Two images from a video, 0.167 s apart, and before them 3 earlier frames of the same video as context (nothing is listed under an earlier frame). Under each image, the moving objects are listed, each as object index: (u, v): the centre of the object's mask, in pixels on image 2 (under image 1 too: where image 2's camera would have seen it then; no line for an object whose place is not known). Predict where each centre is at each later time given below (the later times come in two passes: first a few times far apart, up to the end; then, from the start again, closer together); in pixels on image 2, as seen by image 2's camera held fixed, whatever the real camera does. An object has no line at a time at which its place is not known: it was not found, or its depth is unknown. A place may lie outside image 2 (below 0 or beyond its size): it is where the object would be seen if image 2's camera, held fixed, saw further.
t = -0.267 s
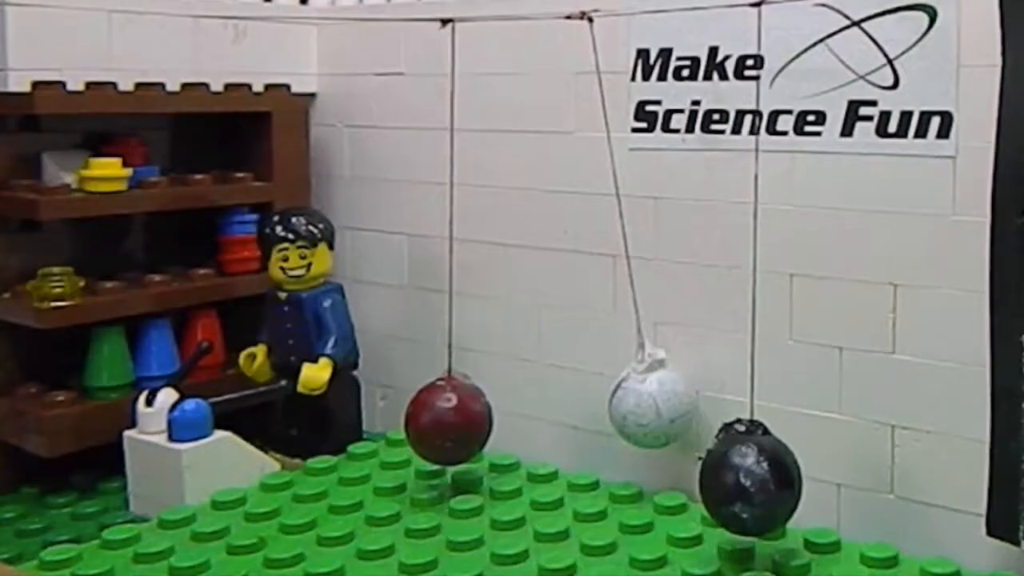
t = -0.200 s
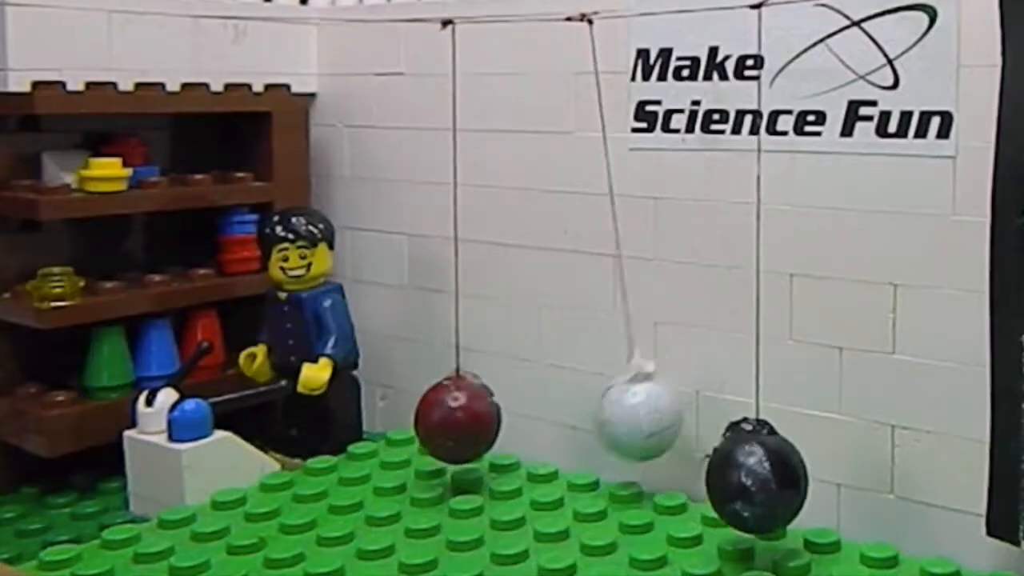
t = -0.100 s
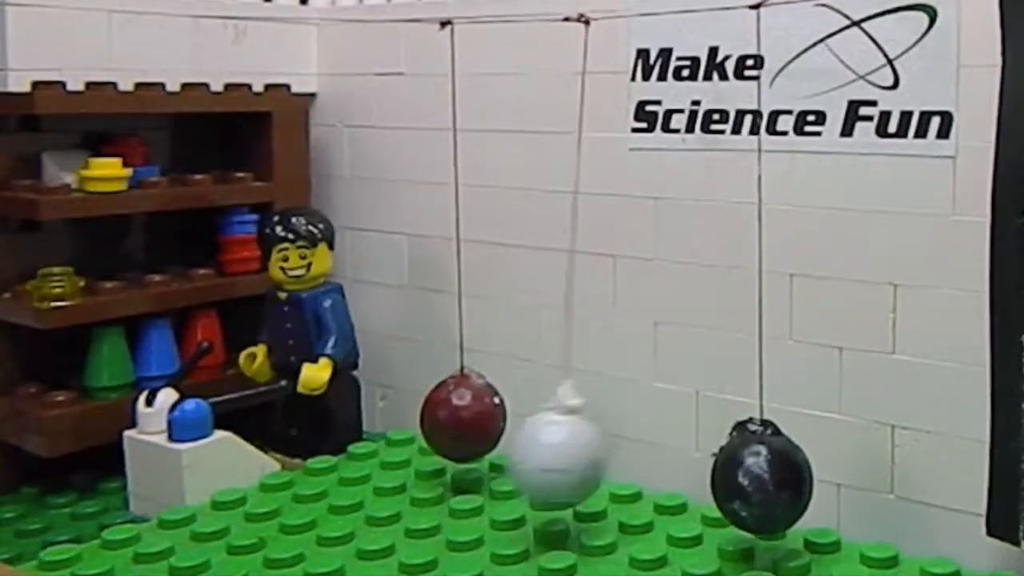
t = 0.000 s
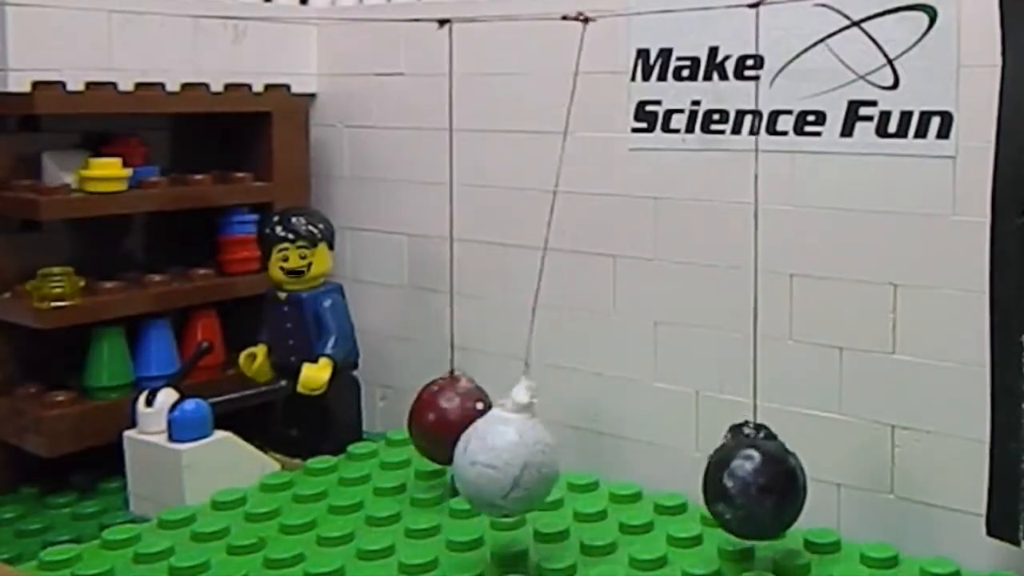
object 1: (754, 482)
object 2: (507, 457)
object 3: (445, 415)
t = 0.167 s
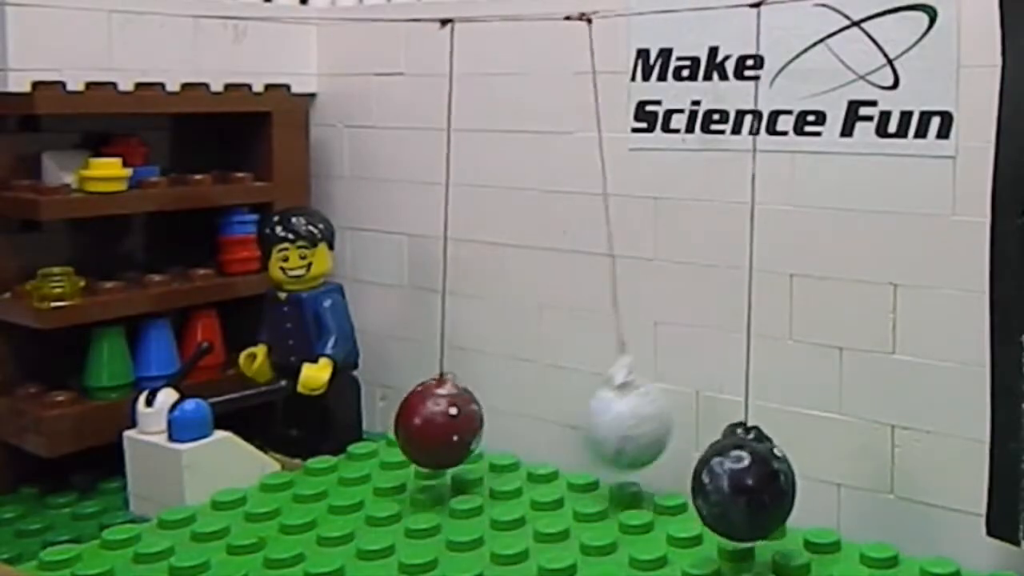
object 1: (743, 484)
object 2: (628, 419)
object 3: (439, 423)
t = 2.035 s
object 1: (733, 491)
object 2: (548, 454)
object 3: (426, 426)
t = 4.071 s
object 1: (714, 496)
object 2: (604, 435)
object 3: (403, 431)
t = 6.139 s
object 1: (752, 485)
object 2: (616, 433)
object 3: (442, 423)
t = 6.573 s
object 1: (720, 495)
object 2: (614, 432)
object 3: (403, 431)
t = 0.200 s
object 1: (746, 483)
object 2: (644, 408)
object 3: (443, 423)
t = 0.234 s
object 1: (751, 480)
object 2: (651, 402)
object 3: (449, 421)
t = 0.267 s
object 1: (756, 476)
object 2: (646, 404)
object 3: (456, 418)
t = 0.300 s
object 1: (760, 476)
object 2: (634, 417)
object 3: (462, 417)
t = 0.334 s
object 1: (764, 476)
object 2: (611, 431)
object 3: (466, 416)
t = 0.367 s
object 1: (765, 475)
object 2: (583, 443)
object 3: (468, 414)
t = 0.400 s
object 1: (765, 477)
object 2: (550, 453)
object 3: (467, 415)
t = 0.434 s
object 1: (763, 479)
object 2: (523, 462)
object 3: (459, 413)
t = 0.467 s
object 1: (759, 480)
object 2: (510, 456)
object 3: (451, 412)
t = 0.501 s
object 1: (753, 483)
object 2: (509, 456)
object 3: (444, 416)
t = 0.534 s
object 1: (747, 487)
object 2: (521, 461)
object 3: (441, 423)
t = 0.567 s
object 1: (742, 488)
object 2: (548, 457)
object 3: (436, 425)
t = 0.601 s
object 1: (739, 489)
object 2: (579, 450)
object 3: (433, 426)
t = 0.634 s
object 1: (739, 489)
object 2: (609, 437)
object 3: (432, 427)
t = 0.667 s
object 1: (742, 486)
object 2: (631, 421)
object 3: (436, 424)
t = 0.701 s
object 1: (747, 482)
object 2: (646, 409)
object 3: (442, 423)
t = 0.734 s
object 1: (753, 480)
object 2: (650, 407)
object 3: (450, 421)
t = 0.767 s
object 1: (760, 476)
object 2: (644, 411)
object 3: (459, 418)
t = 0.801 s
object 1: (765, 474)
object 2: (629, 424)
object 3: (466, 415)
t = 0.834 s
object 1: (769, 473)
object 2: (604, 437)
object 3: (471, 415)
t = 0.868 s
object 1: (770, 473)
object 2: (574, 448)
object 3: (472, 413)
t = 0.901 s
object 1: (769, 474)
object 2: (544, 454)
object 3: (468, 413)
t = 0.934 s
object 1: (765, 478)
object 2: (521, 456)
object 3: (459, 412)
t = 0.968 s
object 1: (758, 481)
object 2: (511, 456)
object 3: (449, 413)
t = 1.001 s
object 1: (751, 484)
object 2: (514, 456)
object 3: (442, 418)
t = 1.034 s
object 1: (743, 488)
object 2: (530, 456)
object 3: (437, 424)
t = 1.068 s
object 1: (738, 490)
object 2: (557, 452)
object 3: (431, 426)
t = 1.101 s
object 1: (735, 489)
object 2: (586, 442)
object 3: (428, 425)
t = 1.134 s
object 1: (736, 489)
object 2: (614, 428)
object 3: (429, 426)
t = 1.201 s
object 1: (748, 481)
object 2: (646, 406)
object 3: (444, 421)
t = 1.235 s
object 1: (756, 479)
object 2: (647, 406)
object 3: (454, 419)
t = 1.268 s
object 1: (764, 475)
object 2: (639, 414)
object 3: (464, 416)
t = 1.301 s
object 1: (770, 472)
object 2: (621, 427)
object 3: (472, 413)
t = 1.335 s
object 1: (774, 471)
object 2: (596, 440)
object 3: (476, 411)
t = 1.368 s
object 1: (774, 472)
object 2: (567, 451)
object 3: (476, 411)
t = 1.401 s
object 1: (771, 474)
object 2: (538, 454)
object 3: (470, 410)
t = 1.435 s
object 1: (765, 478)
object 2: (519, 456)
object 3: (460, 409)
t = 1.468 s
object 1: (757, 483)
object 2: (513, 457)
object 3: (449, 415)
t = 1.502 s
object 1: (747, 486)
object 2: (519, 456)
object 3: (440, 421)
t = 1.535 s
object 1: (739, 489)
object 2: (538, 454)
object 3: (432, 424)
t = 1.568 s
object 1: (733, 492)
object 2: (566, 450)
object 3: (425, 427)
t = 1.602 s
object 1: (731, 491)
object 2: (595, 438)
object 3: (423, 428)
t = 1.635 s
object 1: (733, 489)
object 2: (619, 425)
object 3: (426, 426)
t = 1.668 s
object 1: (739, 487)
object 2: (638, 413)
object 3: (434, 425)
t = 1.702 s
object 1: (748, 483)
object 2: (645, 406)
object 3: (445, 422)
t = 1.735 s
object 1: (758, 477)
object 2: (645, 408)
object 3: (457, 417)
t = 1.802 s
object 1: (774, 471)
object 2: (615, 431)
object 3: (477, 411)
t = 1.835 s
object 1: (777, 469)
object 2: (589, 443)
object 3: (480, 409)
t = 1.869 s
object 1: (776, 471)
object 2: (559, 453)
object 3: (479, 410)
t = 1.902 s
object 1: (771, 474)
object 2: (534, 456)
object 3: (470, 409)
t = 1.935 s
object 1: (763, 479)
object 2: (519, 455)
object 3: (458, 411)
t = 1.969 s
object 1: (753, 484)
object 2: (517, 457)
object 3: (447, 417)
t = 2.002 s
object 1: (742, 489)
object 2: (526, 457)
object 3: (437, 424)
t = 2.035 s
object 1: (733, 491)
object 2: (548, 454)
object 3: (426, 426)
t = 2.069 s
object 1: (727, 493)
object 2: (575, 447)
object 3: (419, 428)
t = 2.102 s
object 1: (726, 493)
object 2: (602, 437)
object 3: (419, 428)
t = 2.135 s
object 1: (731, 490)
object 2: (624, 422)
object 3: (424, 426)
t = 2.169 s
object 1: (739, 487)
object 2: (639, 414)
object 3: (434, 425)
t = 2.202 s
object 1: (750, 483)
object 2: (644, 410)
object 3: (447, 422)
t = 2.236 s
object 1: (762, 477)
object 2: (642, 413)
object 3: (461, 417)
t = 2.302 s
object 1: (778, 470)
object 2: (607, 437)
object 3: (482, 410)
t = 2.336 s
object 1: (780, 468)
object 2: (582, 447)
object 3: (484, 408)
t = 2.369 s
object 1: (778, 470)
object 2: (554, 454)
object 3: (480, 408)
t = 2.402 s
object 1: (771, 475)
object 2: (531, 457)
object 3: (470, 408)
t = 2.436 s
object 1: (761, 480)
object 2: (521, 457)
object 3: (457, 413)
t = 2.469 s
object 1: (748, 485)
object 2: (521, 457)
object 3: (444, 420)
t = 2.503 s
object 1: (736, 490)
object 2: (534, 456)
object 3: (432, 426)
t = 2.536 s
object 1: (727, 493)
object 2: (556, 453)
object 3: (420, 428)
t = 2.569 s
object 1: (722, 493)
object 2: (582, 445)
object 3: (414, 429)
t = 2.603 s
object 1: (723, 494)
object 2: (607, 433)
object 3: (415, 430)
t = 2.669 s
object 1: (740, 487)
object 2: (638, 413)
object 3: (436, 424)
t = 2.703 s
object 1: (753, 482)
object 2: (641, 412)
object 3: (451, 421)
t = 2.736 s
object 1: (766, 476)
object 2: (636, 419)
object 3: (466, 415)
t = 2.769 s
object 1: (776, 470)
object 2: (620, 429)
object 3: (479, 410)
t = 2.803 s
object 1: (782, 467)
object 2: (599, 441)
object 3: (486, 407)
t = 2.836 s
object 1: (783, 467)
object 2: (573, 449)
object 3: (488, 406)
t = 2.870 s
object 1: (779, 469)
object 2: (547, 453)
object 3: (481, 406)
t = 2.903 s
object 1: (770, 475)
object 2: (529, 457)
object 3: (469, 408)
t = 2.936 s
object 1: (758, 482)
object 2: (522, 458)
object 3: (455, 416)
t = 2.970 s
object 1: (743, 488)
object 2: (526, 459)
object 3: (441, 422)
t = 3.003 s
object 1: (731, 492)
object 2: (541, 455)
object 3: (426, 426)
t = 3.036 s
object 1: (722, 495)
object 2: (565, 450)
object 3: (415, 429)
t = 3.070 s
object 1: (719, 494)
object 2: (589, 440)
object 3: (410, 429)
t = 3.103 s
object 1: (721, 494)
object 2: (612, 429)
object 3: (413, 429)
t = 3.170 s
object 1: (743, 486)
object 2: (637, 414)
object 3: (438, 423)
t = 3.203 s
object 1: (758, 479)
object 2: (638, 416)
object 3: (455, 418)
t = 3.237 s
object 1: (771, 473)
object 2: (630, 424)
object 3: (472, 413)
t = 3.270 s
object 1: (781, 467)
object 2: (613, 434)
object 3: (484, 408)
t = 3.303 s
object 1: (786, 464)
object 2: (592, 443)
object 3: (491, 405)
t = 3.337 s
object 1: (785, 465)
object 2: (565, 453)
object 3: (490, 405)
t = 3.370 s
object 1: (779, 469)
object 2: (544, 455)
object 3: (481, 405)
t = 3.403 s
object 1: (769, 474)
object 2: (530, 456)
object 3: (468, 408)
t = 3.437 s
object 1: (754, 483)
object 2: (526, 457)
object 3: (453, 416)
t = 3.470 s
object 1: (739, 489)
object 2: (534, 456)
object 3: (437, 422)
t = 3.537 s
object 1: (717, 495)
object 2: (574, 446)
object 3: (410, 429)
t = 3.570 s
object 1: (716, 495)
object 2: (597, 438)
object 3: (407, 430)
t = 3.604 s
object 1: (721, 493)
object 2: (617, 426)
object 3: (411, 428)
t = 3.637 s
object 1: (732, 491)
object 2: (631, 419)
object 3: (424, 426)
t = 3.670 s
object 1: (746, 486)
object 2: (636, 416)
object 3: (442, 422)
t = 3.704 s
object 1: (762, 478)
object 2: (634, 419)
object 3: (460, 417)
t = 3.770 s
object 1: (785, 465)
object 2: (605, 438)
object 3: (489, 406)
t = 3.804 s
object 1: (788, 462)
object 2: (584, 446)
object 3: (494, 403)
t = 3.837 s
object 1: (786, 464)
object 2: (560, 454)
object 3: (492, 403)
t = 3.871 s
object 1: (778, 470)
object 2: (542, 456)
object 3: (481, 406)
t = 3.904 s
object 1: (766, 477)
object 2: (532, 457)
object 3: (466, 412)
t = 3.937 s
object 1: (749, 485)
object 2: (531, 457)
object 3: (450, 420)
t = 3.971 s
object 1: (734, 491)
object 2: (543, 456)
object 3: (430, 426)
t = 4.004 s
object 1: (721, 494)
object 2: (560, 453)
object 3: (414, 429)
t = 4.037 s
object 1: (714, 496)
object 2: (582, 444)
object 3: (405, 430)
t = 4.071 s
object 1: (714, 496)
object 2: (604, 435)
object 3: (403, 431)
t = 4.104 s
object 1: (721, 494)
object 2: (620, 426)
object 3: (410, 429)
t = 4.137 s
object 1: (735, 490)
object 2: (630, 420)
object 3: (426, 427)
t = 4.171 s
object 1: (751, 484)
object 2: (633, 421)
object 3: (445, 423)
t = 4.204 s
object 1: (767, 475)
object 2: (629, 425)
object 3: (465, 416)
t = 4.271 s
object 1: (788, 463)
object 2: (598, 442)
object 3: (493, 404)
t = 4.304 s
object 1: (791, 461)
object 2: (576, 449)
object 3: (497, 402)
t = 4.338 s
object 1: (787, 463)
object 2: (556, 453)
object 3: (492, 402)
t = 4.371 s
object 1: (777, 470)
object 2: (541, 456)
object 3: (480, 406)
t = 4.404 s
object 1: (762, 479)
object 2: (534, 457)
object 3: (464, 414)
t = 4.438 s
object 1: (745, 486)
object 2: (538, 456)
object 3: (445, 422)
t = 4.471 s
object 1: (729, 492)
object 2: (552, 453)
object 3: (425, 427)
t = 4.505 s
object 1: (717, 495)
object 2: (569, 448)
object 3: (409, 429)
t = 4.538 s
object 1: (711, 496)
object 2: (590, 440)
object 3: (401, 430)
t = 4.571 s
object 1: (713, 496)
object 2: (607, 433)
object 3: (402, 430)
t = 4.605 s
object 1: (723, 494)
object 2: (621, 426)
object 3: (412, 429)
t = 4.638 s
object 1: (738, 488)
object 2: (628, 422)
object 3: (429, 425)
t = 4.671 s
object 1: (756, 482)
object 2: (628, 424)
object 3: (450, 420)
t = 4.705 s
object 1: (772, 474)
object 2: (621, 430)
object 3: (471, 413)
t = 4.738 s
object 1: (785, 465)
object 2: (607, 437)
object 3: (487, 405)
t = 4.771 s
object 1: (791, 460)
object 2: (590, 445)
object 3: (497, 401)
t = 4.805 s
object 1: (792, 459)
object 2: (569, 451)
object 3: (499, 400)
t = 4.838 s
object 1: (786, 463)
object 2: (552, 454)
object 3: (492, 400)
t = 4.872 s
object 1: (774, 471)
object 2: (541, 456)
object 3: (478, 406)
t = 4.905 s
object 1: (758, 481)
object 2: (539, 456)
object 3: (461, 417)
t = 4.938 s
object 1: (740, 488)
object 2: (546, 454)
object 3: (440, 423)
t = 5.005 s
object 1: (713, 496)
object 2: (578, 446)
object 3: (404, 431)
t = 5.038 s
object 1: (709, 496)
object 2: (596, 440)
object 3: (398, 430)
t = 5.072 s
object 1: (714, 495)
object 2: (612, 431)
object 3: (401, 430)
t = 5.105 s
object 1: (726, 493)
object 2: (622, 427)
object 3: (413, 429)
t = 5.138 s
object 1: (743, 488)
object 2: (626, 425)
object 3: (433, 426)
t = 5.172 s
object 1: (761, 480)
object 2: (623, 428)
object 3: (456, 419)
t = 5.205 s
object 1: (777, 471)
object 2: (614, 435)
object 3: (477, 412)
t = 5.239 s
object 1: (788, 462)
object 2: (599, 442)
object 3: (492, 405)
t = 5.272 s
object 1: (794, 458)
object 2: (581, 447)
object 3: (500, 400)
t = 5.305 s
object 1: (793, 459)
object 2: (564, 453)
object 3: (500, 400)
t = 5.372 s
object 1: (772, 471)
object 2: (544, 454)
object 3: (476, 410)
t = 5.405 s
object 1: (755, 482)
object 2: (544, 455)
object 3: (457, 420)
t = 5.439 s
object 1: (736, 489)
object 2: (554, 454)
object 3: (434, 426)
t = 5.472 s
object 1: (721, 493)
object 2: (568, 448)
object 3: (414, 429)
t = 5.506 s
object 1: (710, 496)
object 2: (585, 443)
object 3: (400, 431)
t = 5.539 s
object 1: (708, 497)
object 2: (601, 437)
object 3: (395, 431)
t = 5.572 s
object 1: (715, 495)
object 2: (614, 431)
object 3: (400, 431)
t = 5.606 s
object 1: (729, 492)
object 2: (621, 428)
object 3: (416, 429)
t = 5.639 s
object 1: (747, 487)
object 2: (621, 429)
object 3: (437, 425)
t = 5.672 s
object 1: (766, 479)
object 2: (616, 433)
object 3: (460, 419)
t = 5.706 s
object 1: (781, 467)
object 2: (605, 439)
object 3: (481, 409)
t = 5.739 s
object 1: (791, 460)
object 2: (591, 445)
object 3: (496, 403)
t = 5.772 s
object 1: (795, 456)
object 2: (574, 449)
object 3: (503, 399)
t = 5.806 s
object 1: (792, 457)
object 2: (560, 452)
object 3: (500, 398)
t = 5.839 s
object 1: (783, 464)
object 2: (551, 454)
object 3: (489, 403)
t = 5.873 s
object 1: (768, 473)
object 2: (549, 454)
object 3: (474, 411)
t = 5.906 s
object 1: (750, 483)
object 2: (553, 453)
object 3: (453, 420)
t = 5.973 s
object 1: (716, 495)
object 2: (578, 445)
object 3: (408, 430)
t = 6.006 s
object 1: (708, 496)
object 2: (593, 440)
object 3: (395, 431)
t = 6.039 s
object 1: (709, 497)
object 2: (606, 435)
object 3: (394, 431)
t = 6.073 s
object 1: (718, 495)
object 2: (615, 431)
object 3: (401, 431)
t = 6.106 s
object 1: (733, 491)
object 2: (618, 430)
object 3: (418, 428)
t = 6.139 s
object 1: (752, 485)
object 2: (616, 433)
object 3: (442, 423)
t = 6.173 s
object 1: (771, 475)
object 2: (609, 438)
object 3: (466, 416)
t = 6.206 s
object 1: (785, 464)
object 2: (597, 443)
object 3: (485, 407)
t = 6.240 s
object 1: (794, 458)
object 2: (582, 447)
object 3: (499, 400)
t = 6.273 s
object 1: (796, 455)
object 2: (568, 450)
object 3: (504, 397)
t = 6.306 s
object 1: (791, 457)
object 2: (558, 452)
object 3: (499, 397)
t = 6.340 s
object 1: (780, 465)
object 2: (553, 453)
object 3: (488, 404)
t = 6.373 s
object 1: (764, 475)
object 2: (553, 453)
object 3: (470, 414)
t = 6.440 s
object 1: (727, 491)
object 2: (573, 447)
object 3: (422, 428)
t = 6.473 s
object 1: (713, 496)
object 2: (587, 443)
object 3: (403, 431)
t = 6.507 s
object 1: (707, 497)
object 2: (599, 439)
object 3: (392, 431)
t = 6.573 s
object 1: (720, 495)
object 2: (614, 432)
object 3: (403, 431)
